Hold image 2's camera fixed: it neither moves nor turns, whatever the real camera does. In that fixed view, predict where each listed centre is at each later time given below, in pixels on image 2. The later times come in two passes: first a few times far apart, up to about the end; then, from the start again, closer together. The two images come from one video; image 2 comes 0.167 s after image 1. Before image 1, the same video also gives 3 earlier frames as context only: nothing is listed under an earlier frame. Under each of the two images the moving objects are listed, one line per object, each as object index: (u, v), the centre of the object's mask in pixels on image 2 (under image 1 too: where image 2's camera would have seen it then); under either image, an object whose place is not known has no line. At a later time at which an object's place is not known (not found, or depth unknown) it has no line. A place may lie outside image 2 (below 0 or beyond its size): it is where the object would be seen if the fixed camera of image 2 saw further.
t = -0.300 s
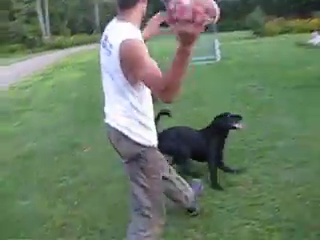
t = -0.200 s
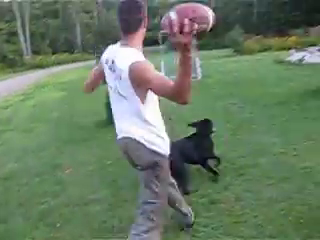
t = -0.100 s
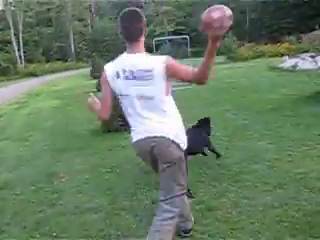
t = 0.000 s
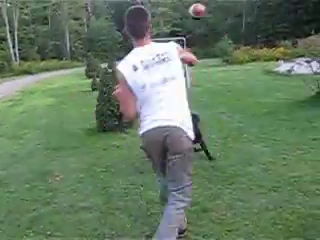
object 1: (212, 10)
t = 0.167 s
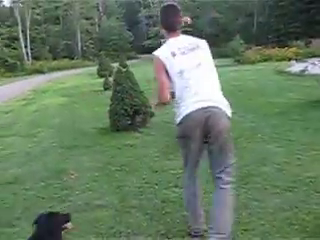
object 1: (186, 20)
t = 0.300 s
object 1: (177, 33)
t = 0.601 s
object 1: (170, 67)
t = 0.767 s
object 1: (168, 75)
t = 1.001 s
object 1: (159, 101)
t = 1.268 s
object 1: (156, 105)
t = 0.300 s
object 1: (177, 33)
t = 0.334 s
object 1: (177, 35)
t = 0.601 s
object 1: (170, 67)
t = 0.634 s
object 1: (169, 69)
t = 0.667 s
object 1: (168, 69)
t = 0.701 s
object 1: (168, 70)
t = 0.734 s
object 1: (167, 73)
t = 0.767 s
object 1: (168, 75)
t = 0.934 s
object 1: (160, 98)
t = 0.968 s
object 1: (161, 101)
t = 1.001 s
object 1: (159, 101)
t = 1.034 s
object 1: (159, 100)
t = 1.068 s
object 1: (158, 99)
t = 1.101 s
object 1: (158, 99)
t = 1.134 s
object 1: (158, 98)
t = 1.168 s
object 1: (157, 99)
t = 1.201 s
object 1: (157, 100)
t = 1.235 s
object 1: (157, 102)
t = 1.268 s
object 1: (156, 105)
